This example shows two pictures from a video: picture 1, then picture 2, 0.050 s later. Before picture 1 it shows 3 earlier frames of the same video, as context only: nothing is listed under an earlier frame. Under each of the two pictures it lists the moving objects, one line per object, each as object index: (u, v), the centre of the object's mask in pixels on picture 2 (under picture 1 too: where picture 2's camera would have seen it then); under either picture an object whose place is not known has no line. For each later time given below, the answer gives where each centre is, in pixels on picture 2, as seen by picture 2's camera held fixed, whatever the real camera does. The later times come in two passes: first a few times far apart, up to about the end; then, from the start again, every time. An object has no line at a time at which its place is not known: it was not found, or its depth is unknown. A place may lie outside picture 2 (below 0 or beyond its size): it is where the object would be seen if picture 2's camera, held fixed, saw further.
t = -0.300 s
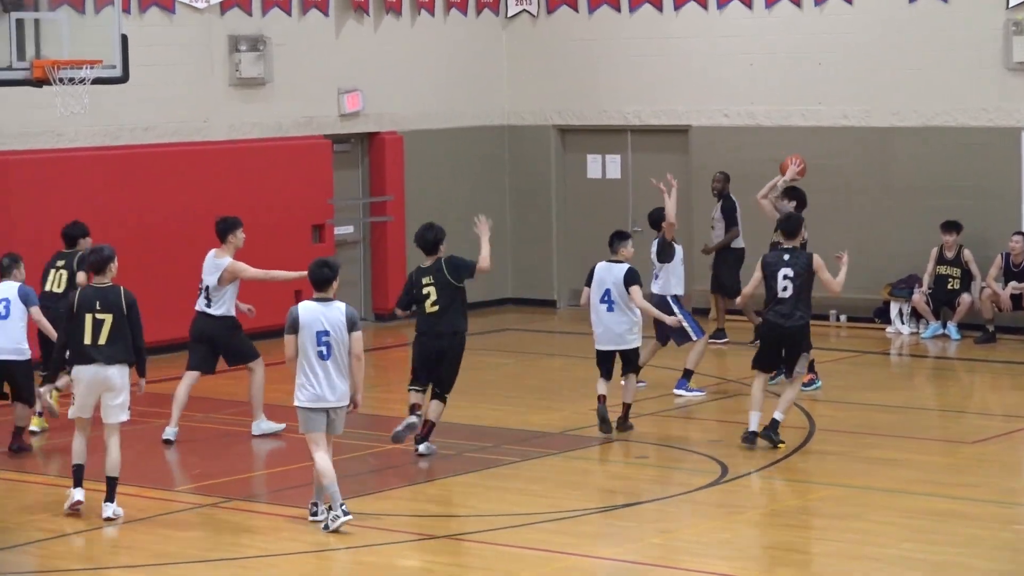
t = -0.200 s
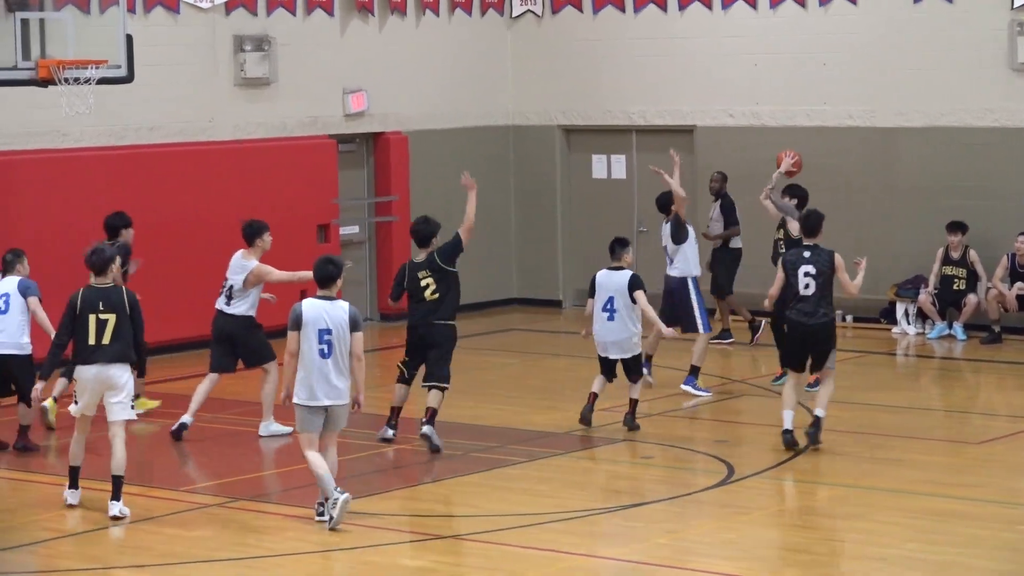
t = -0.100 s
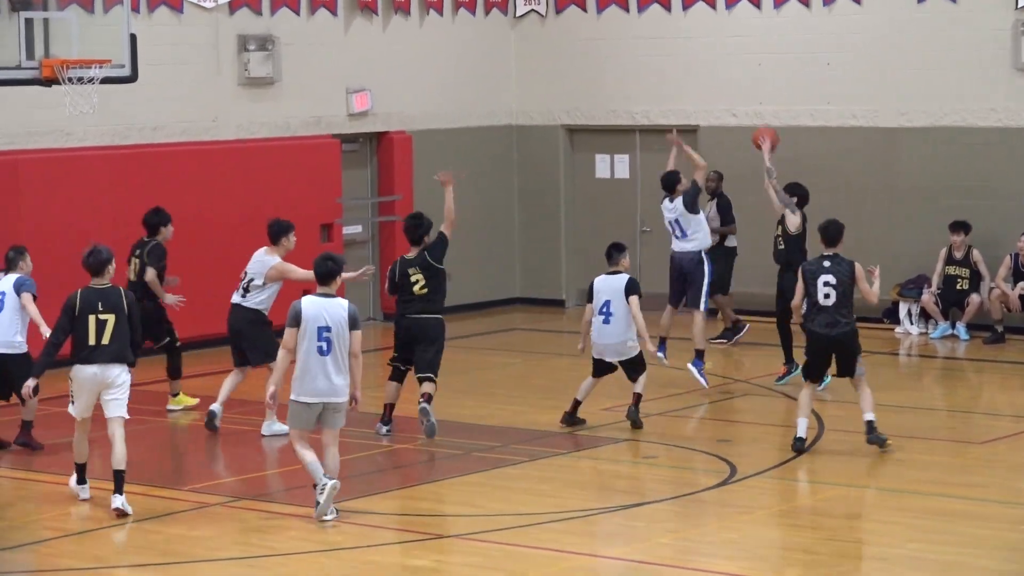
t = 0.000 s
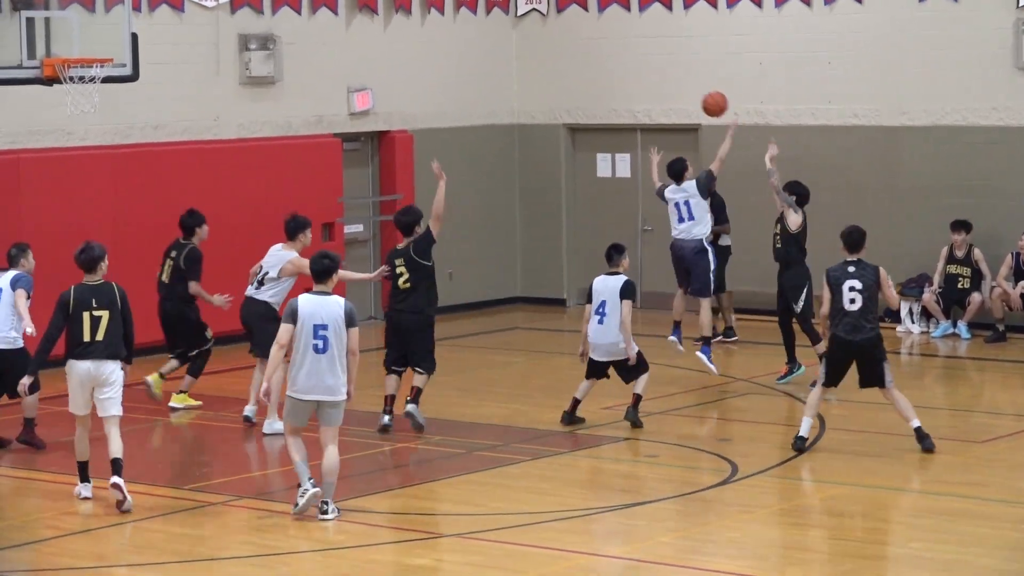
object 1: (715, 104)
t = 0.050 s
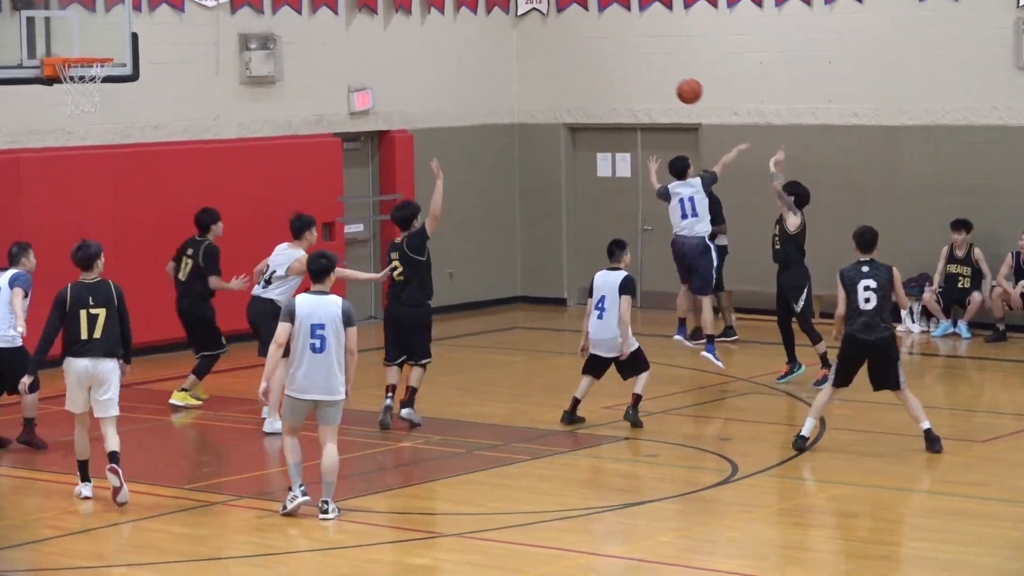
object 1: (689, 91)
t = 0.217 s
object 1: (605, 70)
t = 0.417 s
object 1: (510, 83)
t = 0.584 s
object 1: (434, 126)
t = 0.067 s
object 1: (681, 88)
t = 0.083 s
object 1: (672, 84)
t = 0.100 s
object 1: (663, 81)
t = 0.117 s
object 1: (655, 79)
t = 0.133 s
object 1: (647, 76)
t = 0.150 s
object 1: (638, 75)
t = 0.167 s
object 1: (630, 73)
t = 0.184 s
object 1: (622, 71)
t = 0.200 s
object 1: (614, 70)
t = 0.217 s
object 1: (605, 70)
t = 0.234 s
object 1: (597, 69)
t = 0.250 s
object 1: (589, 69)
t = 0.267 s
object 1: (581, 69)
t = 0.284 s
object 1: (573, 69)
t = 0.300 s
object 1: (565, 70)
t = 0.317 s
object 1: (557, 71)
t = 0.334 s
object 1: (548, 72)
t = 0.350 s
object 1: (541, 74)
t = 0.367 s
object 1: (533, 76)
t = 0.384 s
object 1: (525, 78)
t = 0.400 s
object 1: (517, 81)
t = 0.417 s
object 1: (510, 83)
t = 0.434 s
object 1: (502, 86)
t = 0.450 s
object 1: (494, 89)
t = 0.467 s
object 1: (487, 93)
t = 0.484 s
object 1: (479, 97)
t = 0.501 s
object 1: (471, 101)
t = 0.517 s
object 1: (464, 105)
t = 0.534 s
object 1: (456, 110)
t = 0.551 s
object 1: (449, 115)
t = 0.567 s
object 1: (442, 120)
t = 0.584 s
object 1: (434, 126)
